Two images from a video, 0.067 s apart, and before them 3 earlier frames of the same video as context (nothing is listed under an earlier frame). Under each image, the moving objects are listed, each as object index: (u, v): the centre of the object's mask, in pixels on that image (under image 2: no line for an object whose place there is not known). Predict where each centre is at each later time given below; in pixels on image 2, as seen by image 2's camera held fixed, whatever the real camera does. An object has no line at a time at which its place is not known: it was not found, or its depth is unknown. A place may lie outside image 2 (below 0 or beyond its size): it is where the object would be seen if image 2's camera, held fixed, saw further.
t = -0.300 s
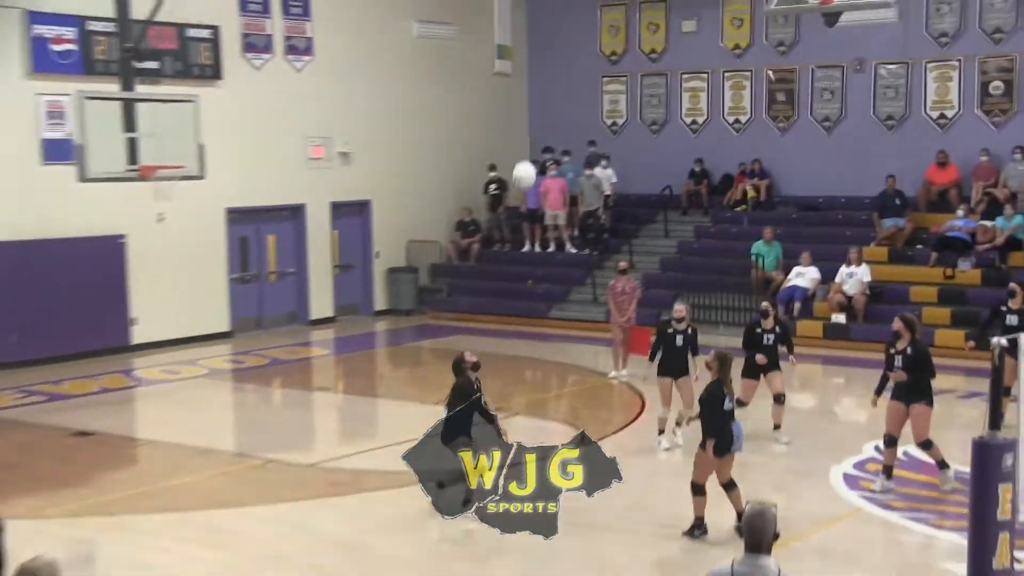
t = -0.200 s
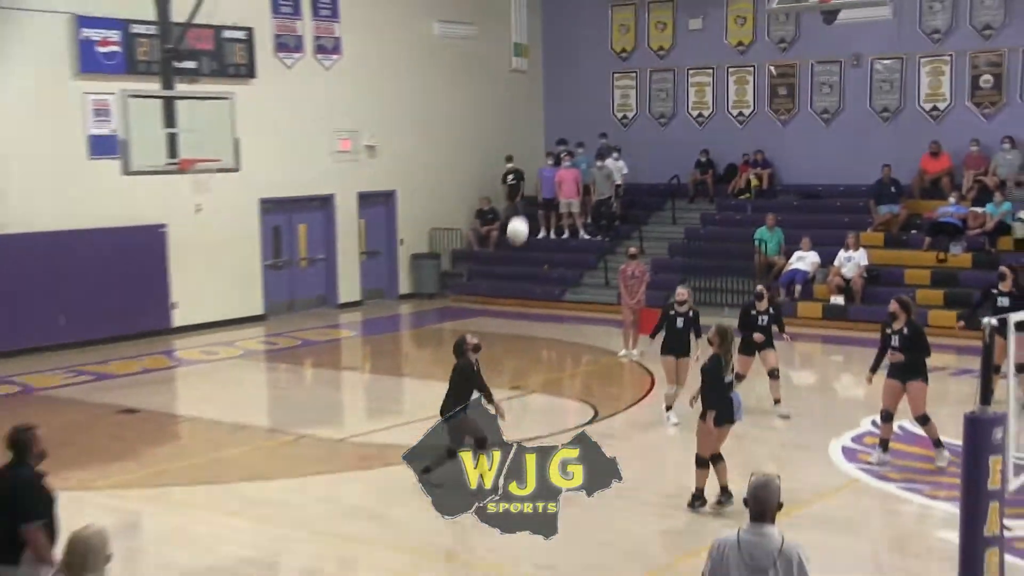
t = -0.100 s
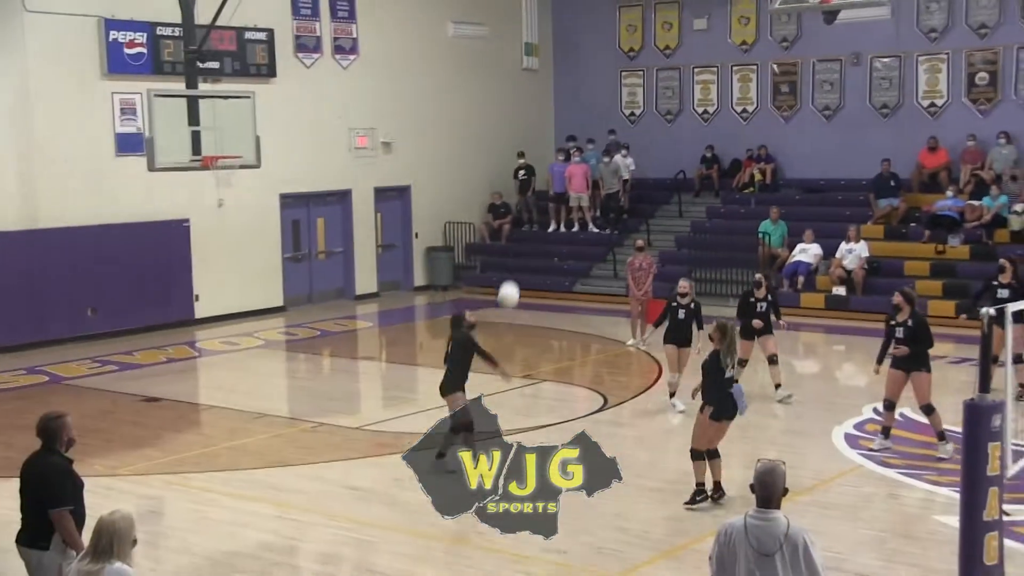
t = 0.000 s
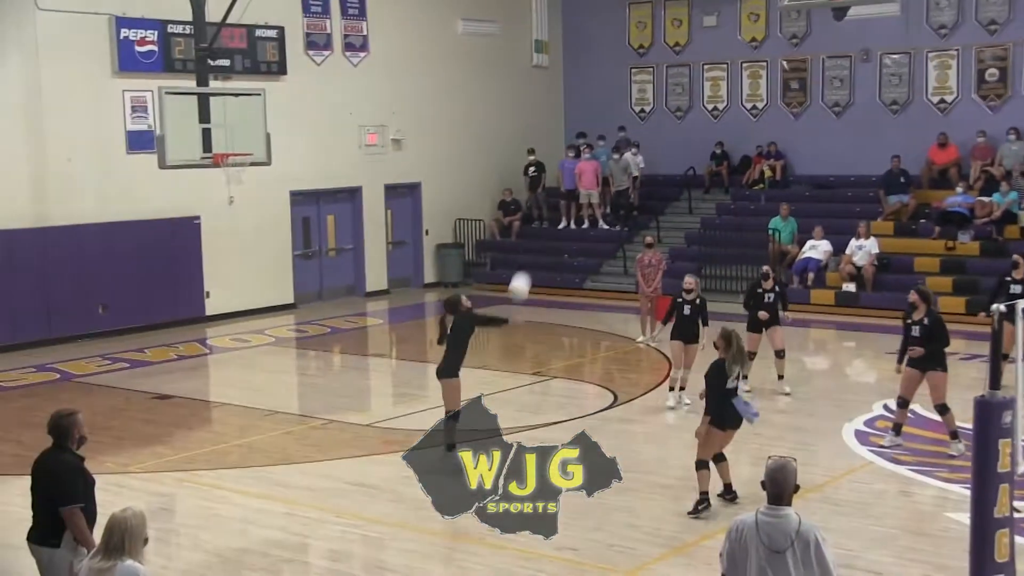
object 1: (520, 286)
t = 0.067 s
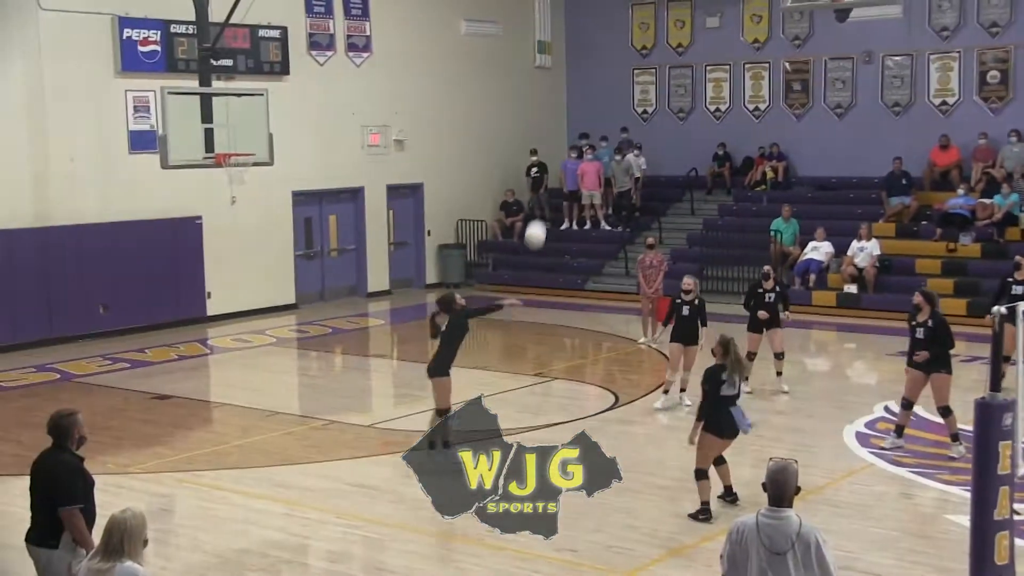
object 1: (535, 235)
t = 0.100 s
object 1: (542, 209)
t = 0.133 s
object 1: (550, 187)
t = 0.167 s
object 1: (557, 164)
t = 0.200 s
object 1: (565, 143)
